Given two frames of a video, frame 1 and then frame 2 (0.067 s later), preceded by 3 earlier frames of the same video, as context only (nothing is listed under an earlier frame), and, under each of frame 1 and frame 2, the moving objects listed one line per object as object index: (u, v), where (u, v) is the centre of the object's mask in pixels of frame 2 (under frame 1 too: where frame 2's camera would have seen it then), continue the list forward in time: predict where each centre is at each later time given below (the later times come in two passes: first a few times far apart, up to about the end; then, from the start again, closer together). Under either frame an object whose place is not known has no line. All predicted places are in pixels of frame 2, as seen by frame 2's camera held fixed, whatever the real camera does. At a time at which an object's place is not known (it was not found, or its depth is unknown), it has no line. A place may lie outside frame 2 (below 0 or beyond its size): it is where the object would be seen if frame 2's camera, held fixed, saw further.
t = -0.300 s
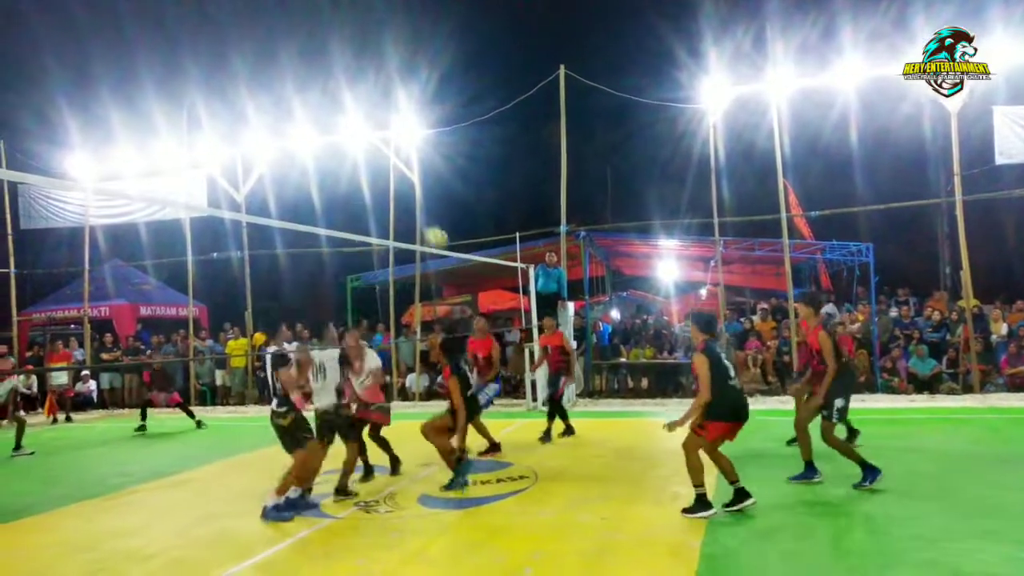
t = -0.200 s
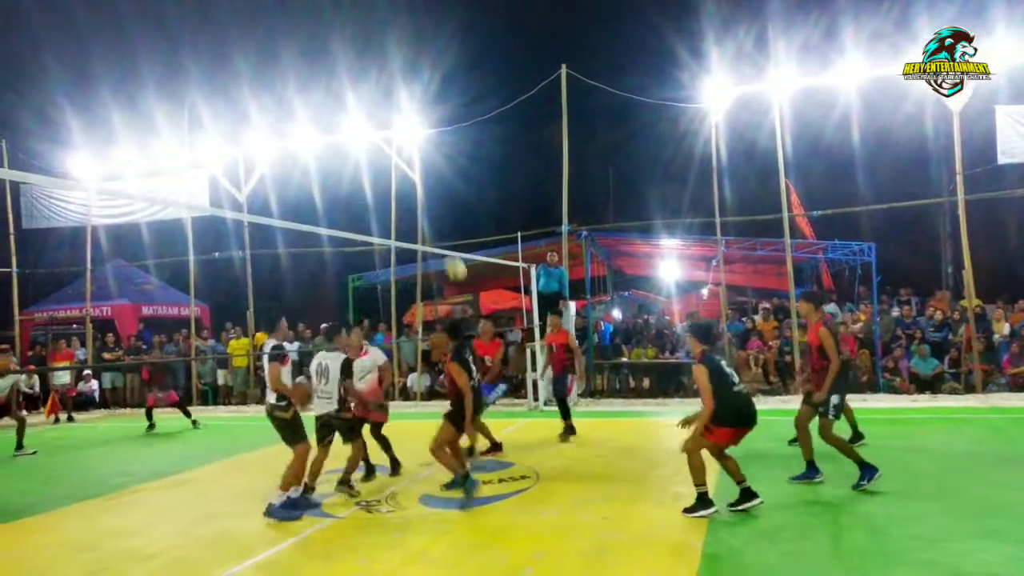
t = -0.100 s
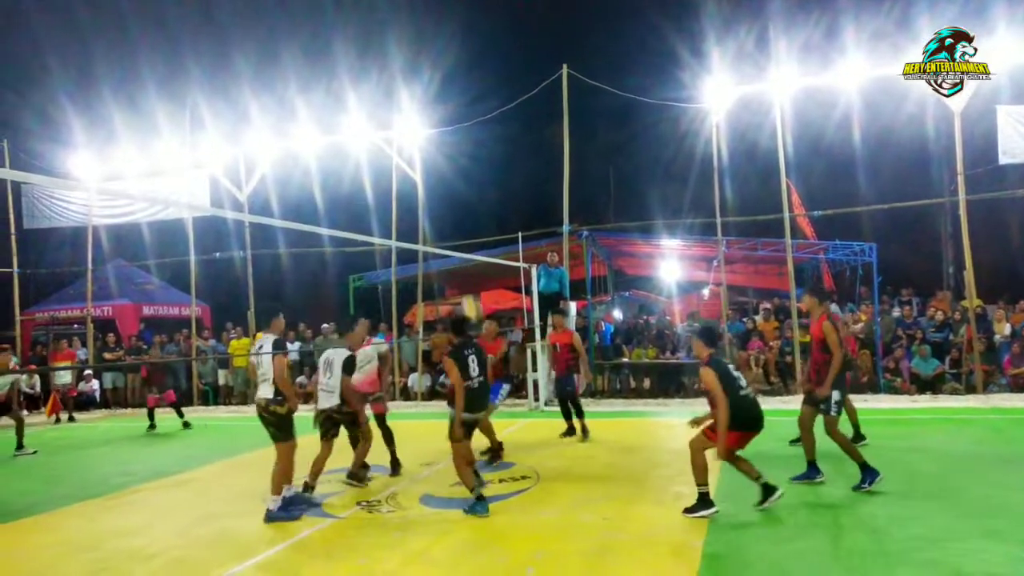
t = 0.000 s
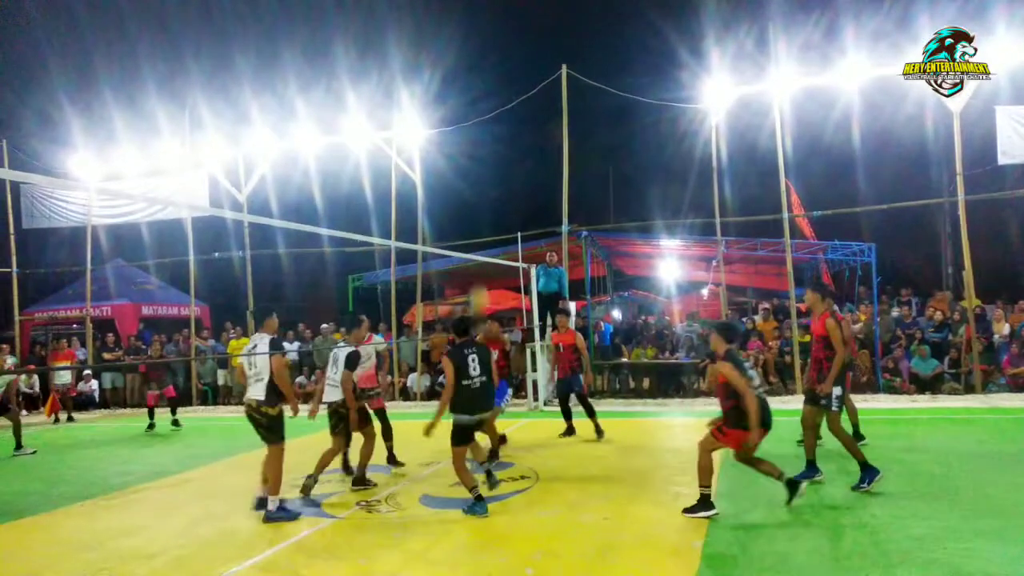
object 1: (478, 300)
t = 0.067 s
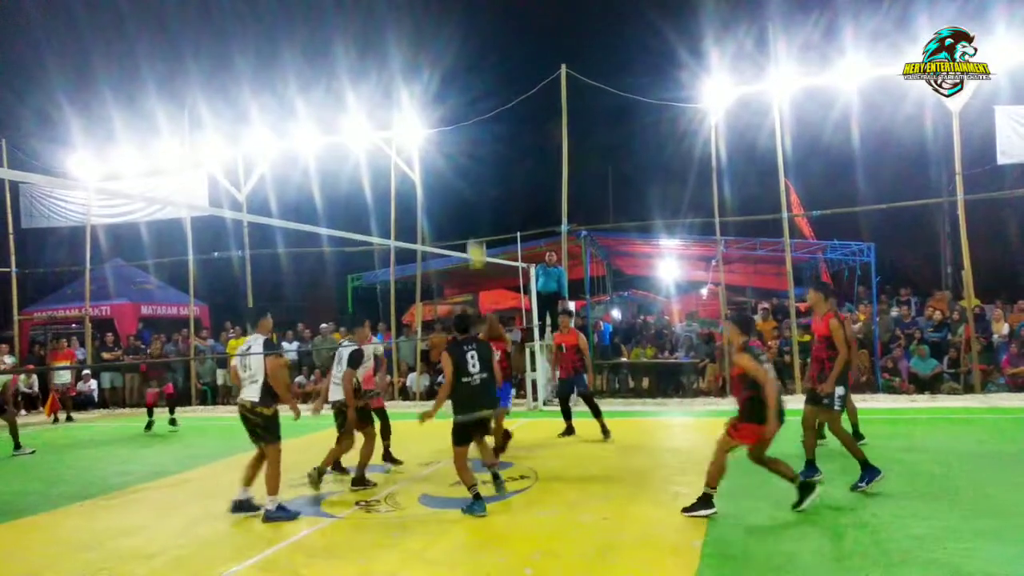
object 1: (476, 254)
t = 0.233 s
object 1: (471, 155)
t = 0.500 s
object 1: (466, 56)
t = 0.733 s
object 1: (462, 22)
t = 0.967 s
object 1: (460, 32)
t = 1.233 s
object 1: (462, 94)
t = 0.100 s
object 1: (476, 232)
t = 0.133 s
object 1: (475, 211)
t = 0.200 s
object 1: (472, 172)
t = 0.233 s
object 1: (471, 155)
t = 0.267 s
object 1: (470, 140)
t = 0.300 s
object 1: (470, 125)
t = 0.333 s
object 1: (469, 110)
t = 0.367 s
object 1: (468, 97)
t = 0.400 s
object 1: (467, 85)
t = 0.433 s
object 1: (467, 74)
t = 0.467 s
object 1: (466, 64)
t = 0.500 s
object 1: (466, 56)
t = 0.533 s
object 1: (465, 49)
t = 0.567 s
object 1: (465, 41)
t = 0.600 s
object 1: (464, 35)
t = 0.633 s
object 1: (464, 30)
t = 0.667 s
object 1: (463, 27)
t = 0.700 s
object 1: (462, 23)
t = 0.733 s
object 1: (462, 22)
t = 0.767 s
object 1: (462, 20)
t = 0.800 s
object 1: (462, 20)
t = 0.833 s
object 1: (461, 21)
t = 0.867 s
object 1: (461, 22)
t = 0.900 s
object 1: (461, 25)
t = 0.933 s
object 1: (461, 28)
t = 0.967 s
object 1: (460, 32)
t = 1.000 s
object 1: (461, 37)
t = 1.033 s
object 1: (461, 42)
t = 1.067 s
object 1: (461, 49)
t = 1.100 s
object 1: (461, 57)
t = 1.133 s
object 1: (461, 66)
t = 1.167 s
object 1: (461, 75)
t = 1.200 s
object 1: (462, 84)
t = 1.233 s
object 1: (462, 94)
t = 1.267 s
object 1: (462, 106)
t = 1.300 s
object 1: (462, 119)
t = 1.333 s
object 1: (463, 131)
